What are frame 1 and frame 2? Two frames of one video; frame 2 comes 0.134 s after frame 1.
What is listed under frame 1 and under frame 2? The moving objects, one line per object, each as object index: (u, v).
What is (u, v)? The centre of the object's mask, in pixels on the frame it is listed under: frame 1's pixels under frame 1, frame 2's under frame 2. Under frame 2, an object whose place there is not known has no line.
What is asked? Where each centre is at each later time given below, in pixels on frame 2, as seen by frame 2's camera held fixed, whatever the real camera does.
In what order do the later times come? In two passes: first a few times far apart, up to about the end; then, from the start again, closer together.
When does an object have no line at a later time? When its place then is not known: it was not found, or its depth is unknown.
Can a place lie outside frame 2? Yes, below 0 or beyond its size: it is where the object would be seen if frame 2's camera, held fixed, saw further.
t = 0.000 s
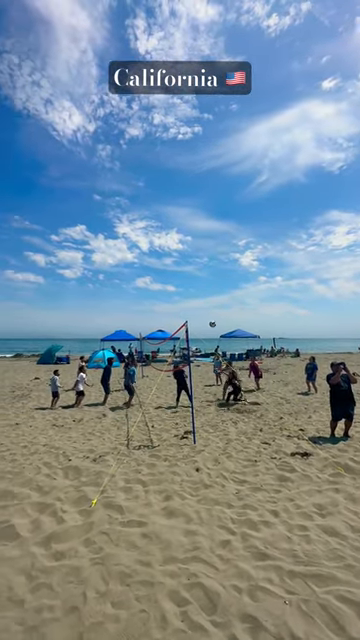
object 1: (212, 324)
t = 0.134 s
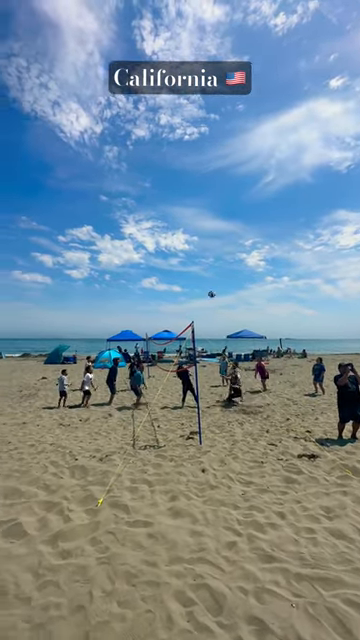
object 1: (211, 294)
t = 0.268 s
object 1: (204, 267)
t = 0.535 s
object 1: (186, 223)
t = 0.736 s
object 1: (170, 202)
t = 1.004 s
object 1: (143, 196)
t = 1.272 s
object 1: (102, 233)
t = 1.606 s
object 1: (16, 393)
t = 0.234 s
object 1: (205, 273)
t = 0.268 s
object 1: (204, 267)
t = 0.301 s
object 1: (202, 260)
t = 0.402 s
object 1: (195, 243)
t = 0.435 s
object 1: (193, 238)
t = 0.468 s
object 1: (190, 232)
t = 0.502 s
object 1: (188, 227)
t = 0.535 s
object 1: (186, 223)
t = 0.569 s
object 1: (183, 219)
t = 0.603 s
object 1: (181, 215)
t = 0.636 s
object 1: (178, 211)
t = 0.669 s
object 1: (175, 208)
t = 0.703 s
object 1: (173, 204)
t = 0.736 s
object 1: (170, 202)
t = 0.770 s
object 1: (167, 200)
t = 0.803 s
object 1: (164, 197)
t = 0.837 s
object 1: (161, 196)
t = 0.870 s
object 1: (157, 195)
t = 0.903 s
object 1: (154, 195)
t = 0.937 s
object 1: (150, 194)
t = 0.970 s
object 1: (146, 195)
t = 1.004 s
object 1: (143, 196)
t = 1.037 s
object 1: (138, 198)
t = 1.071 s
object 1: (134, 200)
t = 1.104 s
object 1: (129, 204)
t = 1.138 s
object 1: (124, 207)
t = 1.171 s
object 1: (119, 213)
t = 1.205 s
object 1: (113, 218)
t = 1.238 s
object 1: (107, 225)
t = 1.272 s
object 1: (102, 233)
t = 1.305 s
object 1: (95, 242)
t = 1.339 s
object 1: (89, 252)
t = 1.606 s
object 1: (16, 393)
